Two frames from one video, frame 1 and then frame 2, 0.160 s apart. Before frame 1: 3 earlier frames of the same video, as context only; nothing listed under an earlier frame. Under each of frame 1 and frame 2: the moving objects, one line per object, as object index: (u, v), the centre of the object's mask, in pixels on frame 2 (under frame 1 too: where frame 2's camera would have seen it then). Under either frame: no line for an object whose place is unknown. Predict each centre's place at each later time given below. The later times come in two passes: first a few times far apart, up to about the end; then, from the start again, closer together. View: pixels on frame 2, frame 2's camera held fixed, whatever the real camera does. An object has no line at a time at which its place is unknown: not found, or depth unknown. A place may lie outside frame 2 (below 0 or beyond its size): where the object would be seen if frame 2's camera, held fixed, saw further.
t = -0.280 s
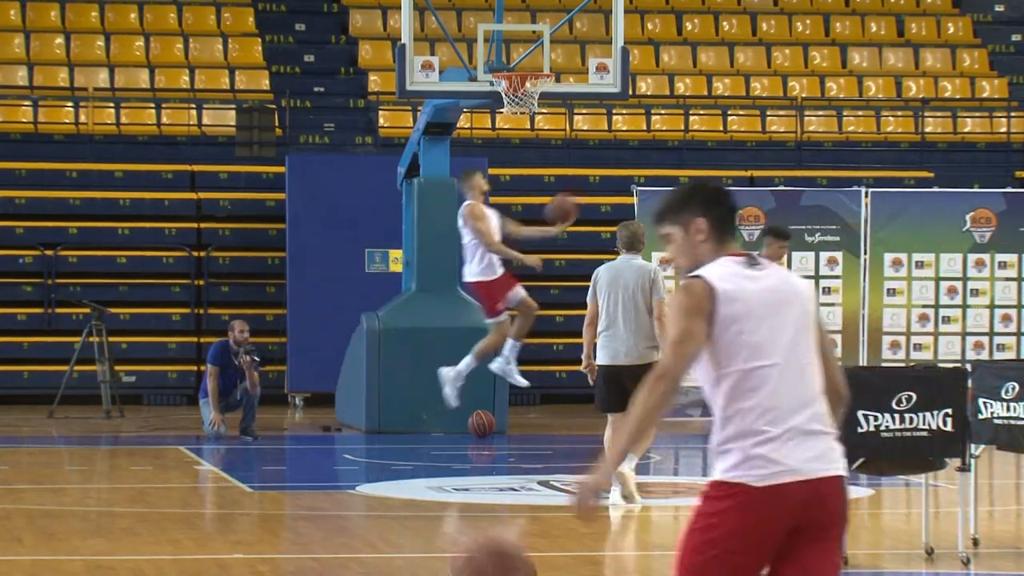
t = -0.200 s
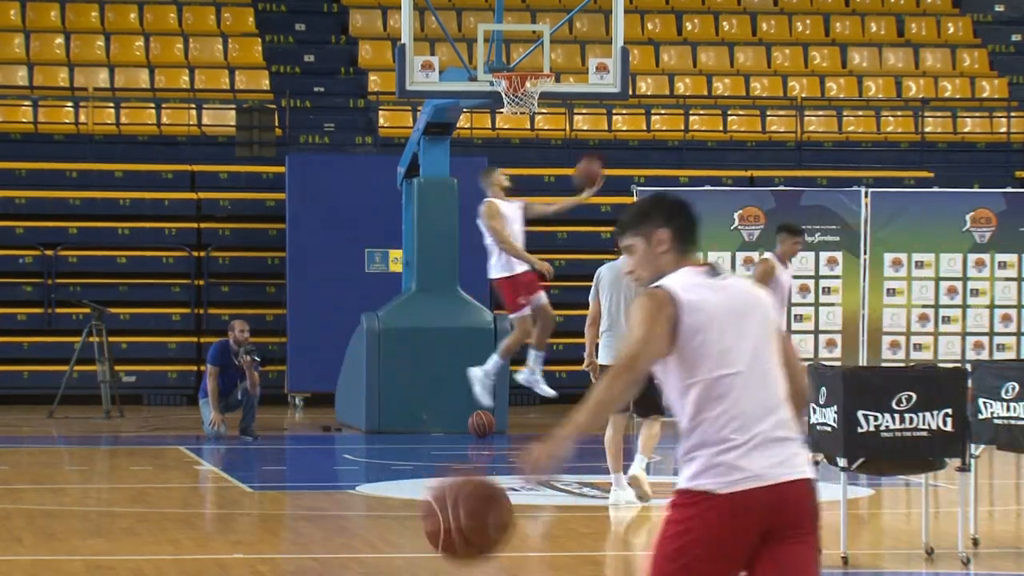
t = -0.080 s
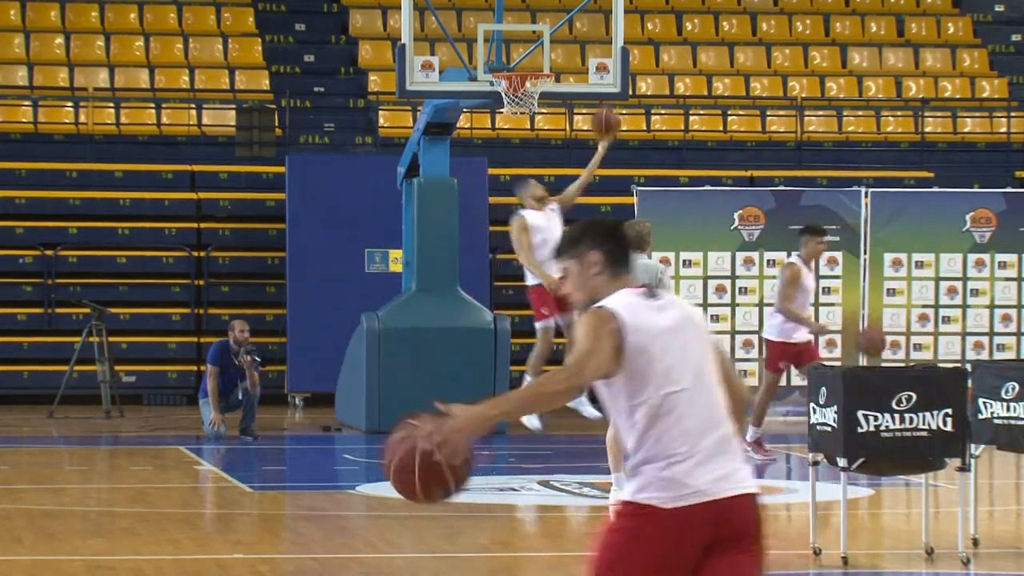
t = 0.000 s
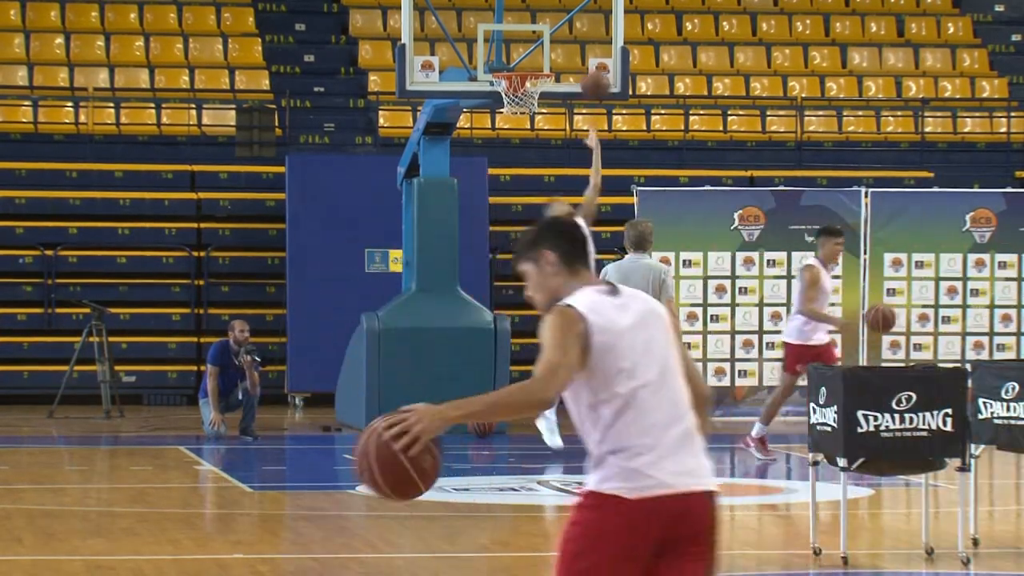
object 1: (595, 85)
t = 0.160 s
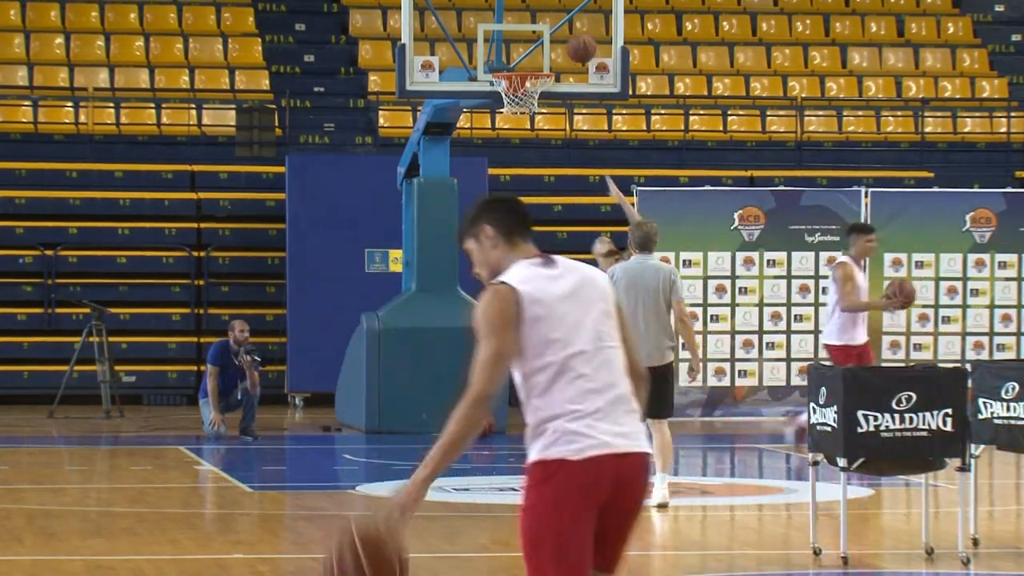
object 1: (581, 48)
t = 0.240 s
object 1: (577, 46)
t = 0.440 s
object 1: (565, 72)
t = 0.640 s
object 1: (555, 151)
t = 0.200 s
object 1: (579, 46)
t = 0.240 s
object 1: (577, 46)
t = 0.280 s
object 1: (575, 47)
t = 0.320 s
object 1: (573, 50)
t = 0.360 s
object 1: (570, 54)
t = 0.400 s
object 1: (567, 62)
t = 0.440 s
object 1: (565, 72)
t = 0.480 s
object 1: (564, 84)
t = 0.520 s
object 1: (561, 96)
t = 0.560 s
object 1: (559, 111)
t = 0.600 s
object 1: (557, 129)
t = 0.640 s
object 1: (555, 151)
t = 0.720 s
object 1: (549, 193)
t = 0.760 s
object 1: (547, 219)
